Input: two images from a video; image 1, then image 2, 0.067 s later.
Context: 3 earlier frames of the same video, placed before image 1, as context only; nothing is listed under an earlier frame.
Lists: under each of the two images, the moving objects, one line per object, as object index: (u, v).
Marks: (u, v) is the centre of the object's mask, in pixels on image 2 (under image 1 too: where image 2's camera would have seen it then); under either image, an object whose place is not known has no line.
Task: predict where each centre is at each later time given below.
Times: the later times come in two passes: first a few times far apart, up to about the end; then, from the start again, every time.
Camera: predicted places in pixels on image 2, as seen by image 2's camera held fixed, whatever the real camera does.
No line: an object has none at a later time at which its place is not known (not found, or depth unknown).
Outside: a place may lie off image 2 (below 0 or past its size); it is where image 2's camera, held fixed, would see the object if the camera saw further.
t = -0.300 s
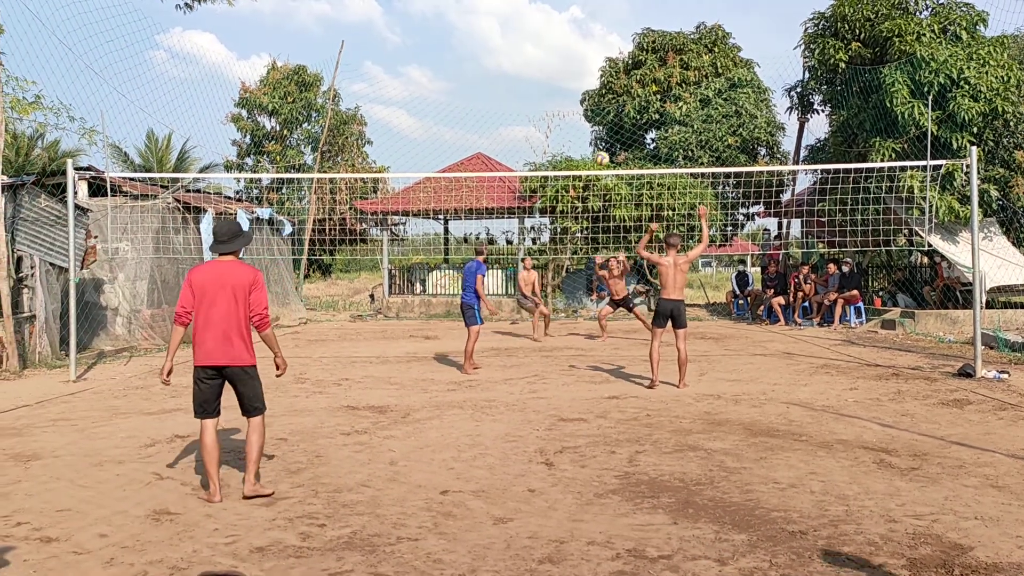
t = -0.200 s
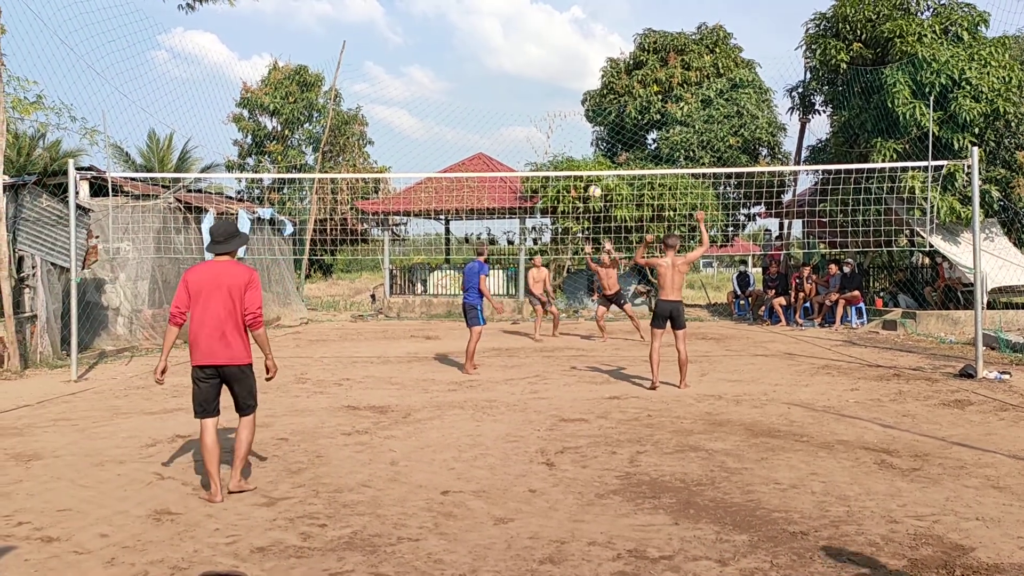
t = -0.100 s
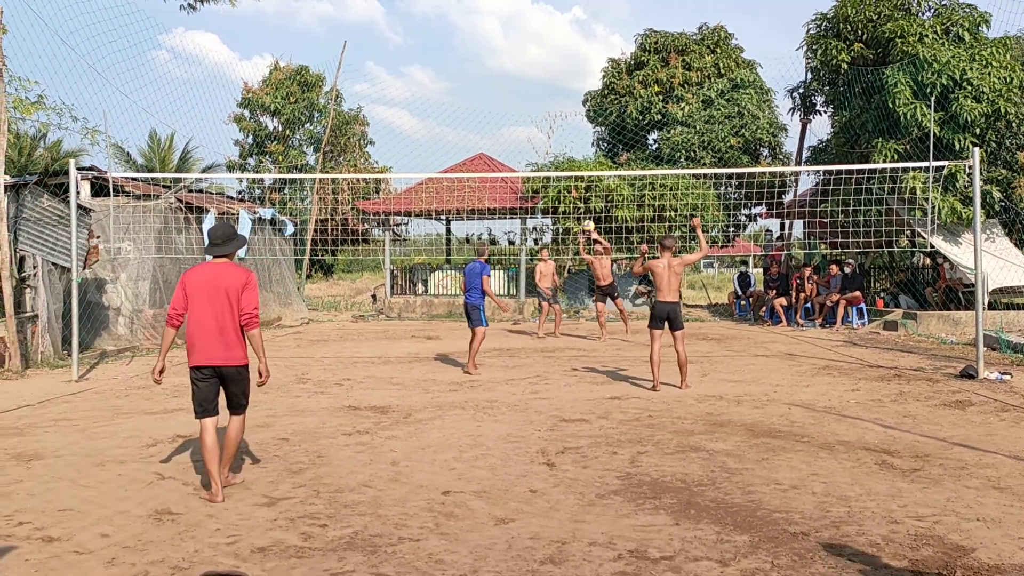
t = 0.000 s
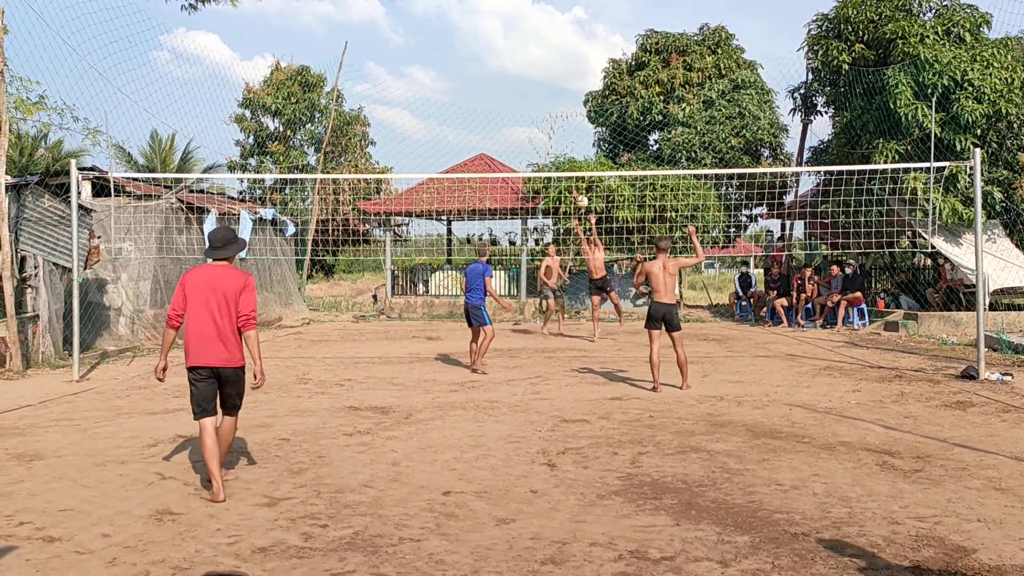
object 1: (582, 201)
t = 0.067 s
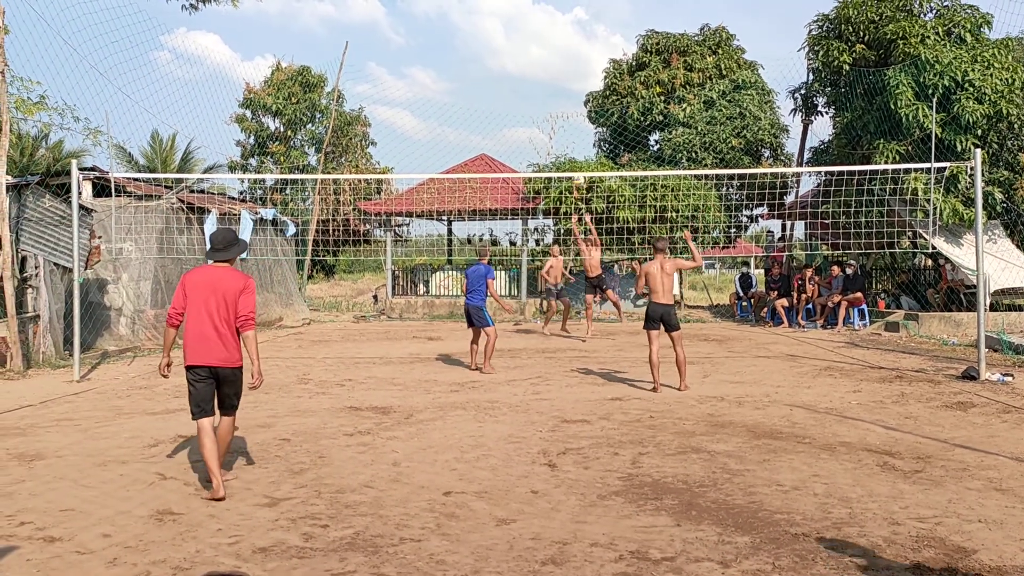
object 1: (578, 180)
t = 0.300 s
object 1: (562, 122)
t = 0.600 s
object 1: (543, 94)
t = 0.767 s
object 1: (531, 103)
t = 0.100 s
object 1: (576, 168)
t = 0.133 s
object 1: (574, 160)
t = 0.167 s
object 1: (571, 152)
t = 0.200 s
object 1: (569, 143)
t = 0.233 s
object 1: (567, 136)
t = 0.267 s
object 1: (565, 129)
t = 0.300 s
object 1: (562, 122)
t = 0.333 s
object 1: (560, 117)
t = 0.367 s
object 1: (558, 111)
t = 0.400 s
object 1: (556, 107)
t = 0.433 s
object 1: (553, 103)
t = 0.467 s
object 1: (551, 99)
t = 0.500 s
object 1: (549, 97)
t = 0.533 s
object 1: (547, 95)
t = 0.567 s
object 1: (545, 94)
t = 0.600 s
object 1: (543, 94)
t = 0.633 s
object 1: (540, 94)
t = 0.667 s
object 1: (538, 95)
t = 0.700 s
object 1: (536, 97)
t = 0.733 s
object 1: (534, 99)
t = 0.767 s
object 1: (531, 103)
